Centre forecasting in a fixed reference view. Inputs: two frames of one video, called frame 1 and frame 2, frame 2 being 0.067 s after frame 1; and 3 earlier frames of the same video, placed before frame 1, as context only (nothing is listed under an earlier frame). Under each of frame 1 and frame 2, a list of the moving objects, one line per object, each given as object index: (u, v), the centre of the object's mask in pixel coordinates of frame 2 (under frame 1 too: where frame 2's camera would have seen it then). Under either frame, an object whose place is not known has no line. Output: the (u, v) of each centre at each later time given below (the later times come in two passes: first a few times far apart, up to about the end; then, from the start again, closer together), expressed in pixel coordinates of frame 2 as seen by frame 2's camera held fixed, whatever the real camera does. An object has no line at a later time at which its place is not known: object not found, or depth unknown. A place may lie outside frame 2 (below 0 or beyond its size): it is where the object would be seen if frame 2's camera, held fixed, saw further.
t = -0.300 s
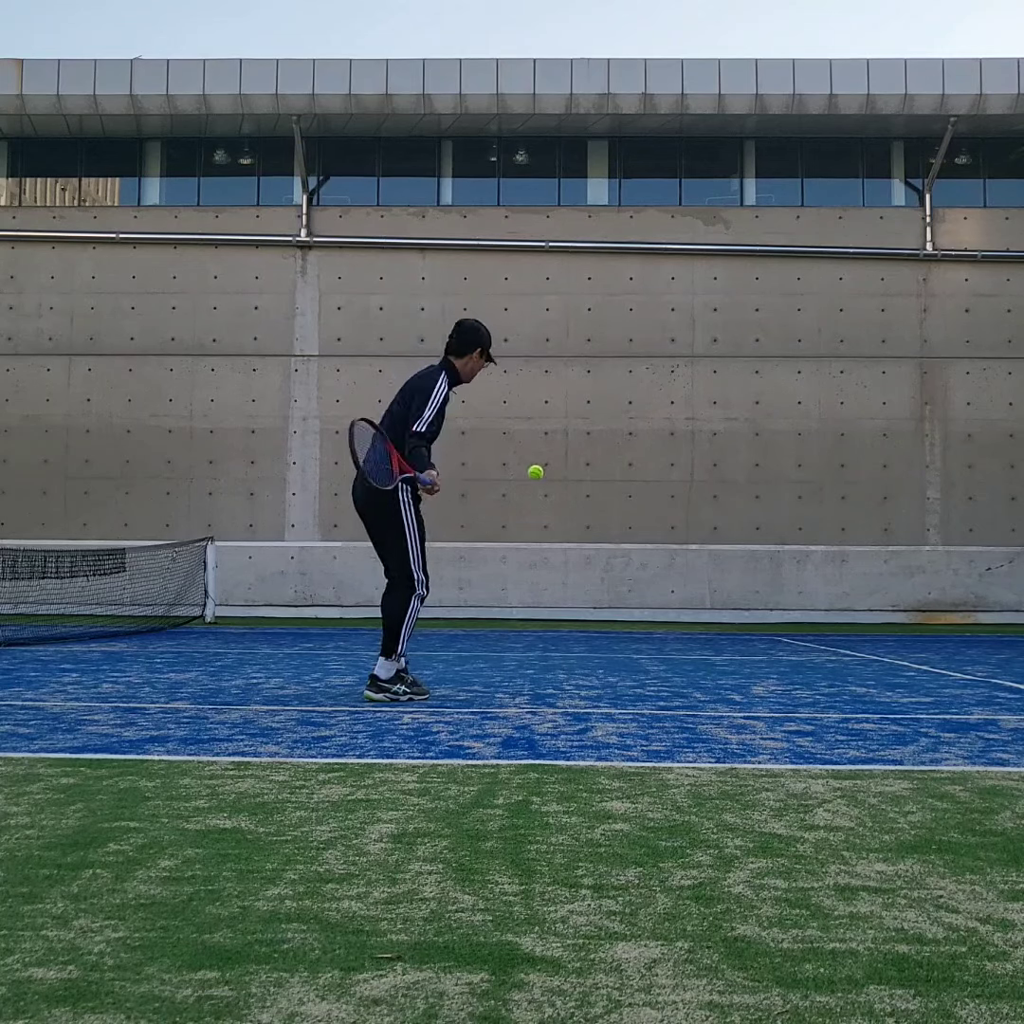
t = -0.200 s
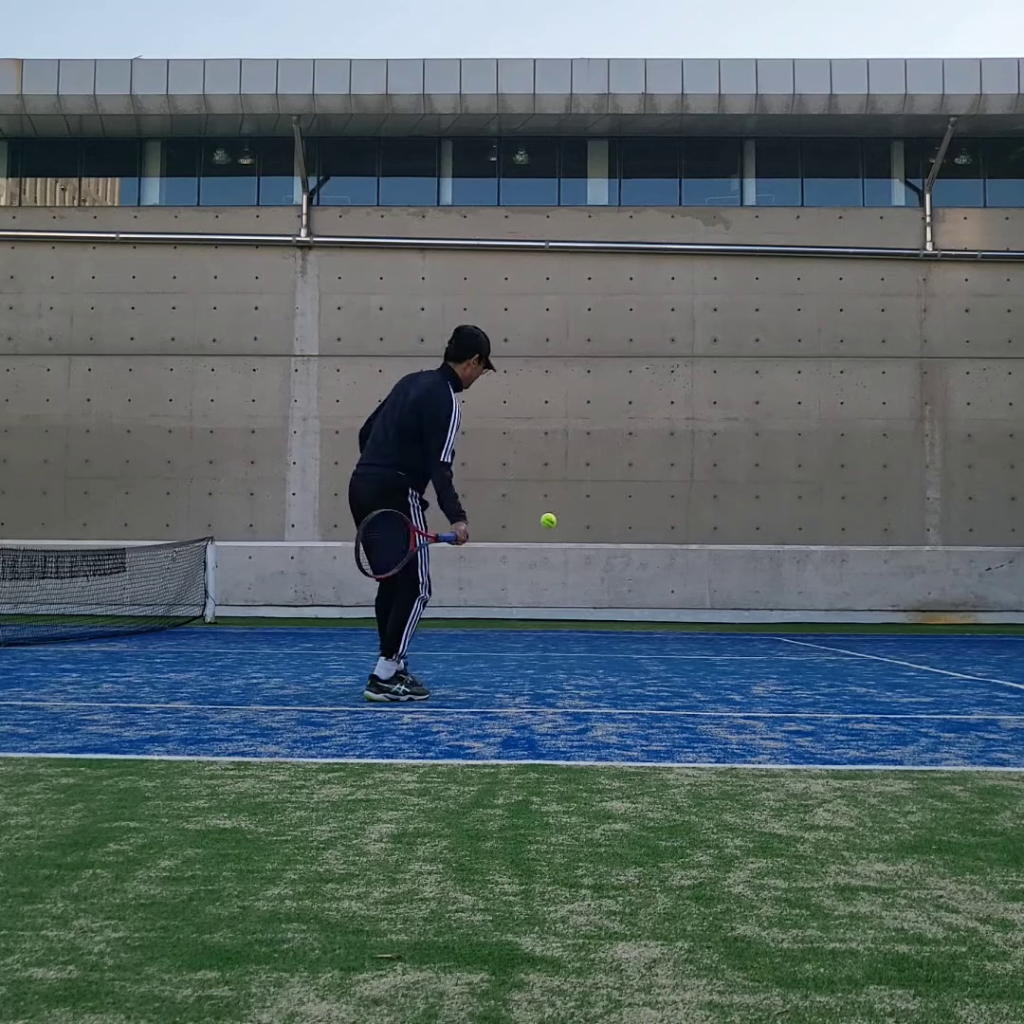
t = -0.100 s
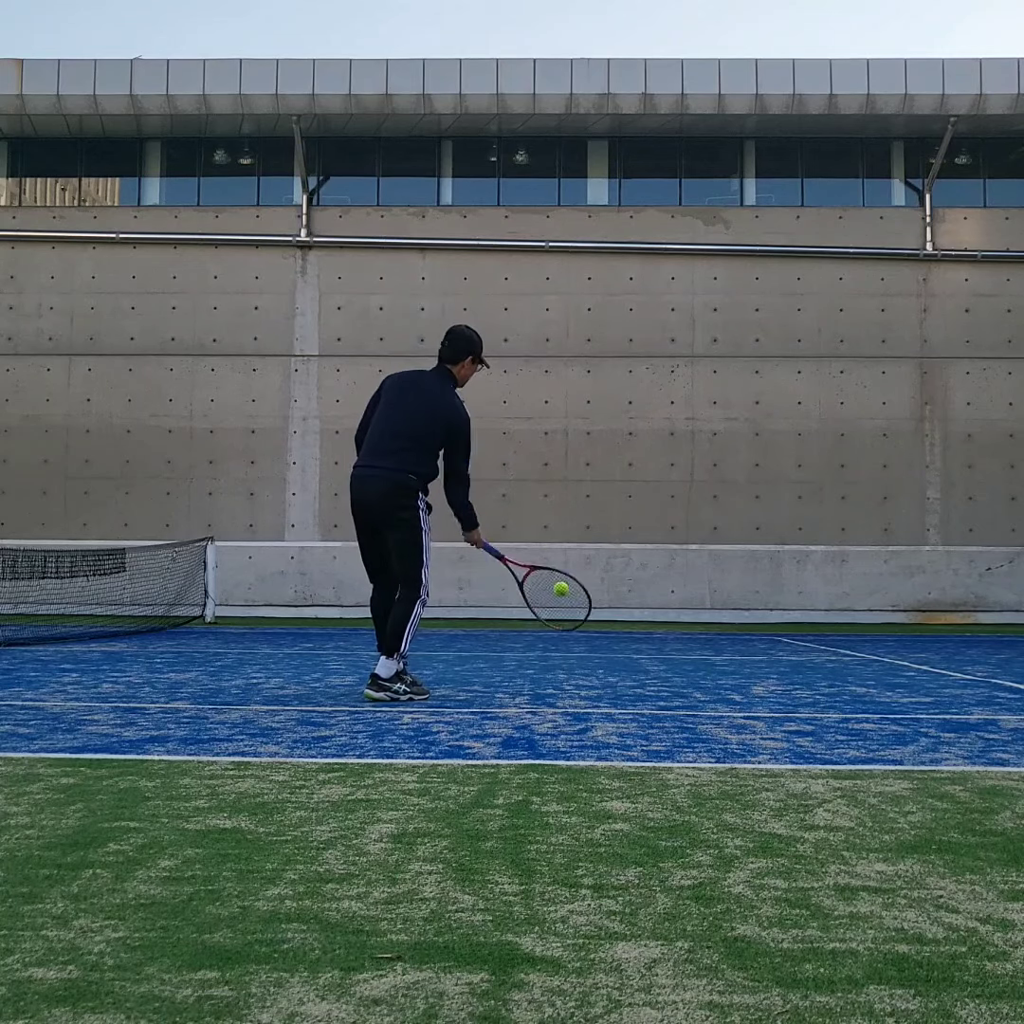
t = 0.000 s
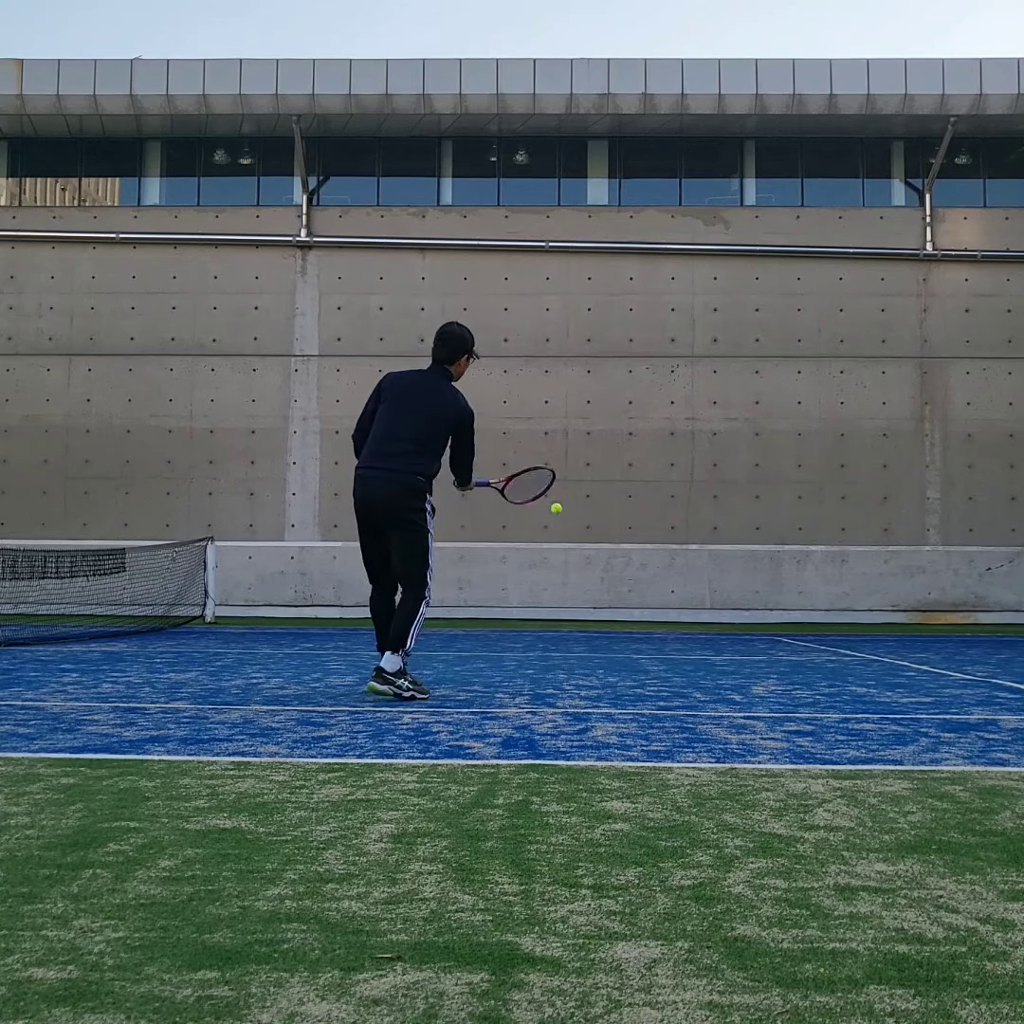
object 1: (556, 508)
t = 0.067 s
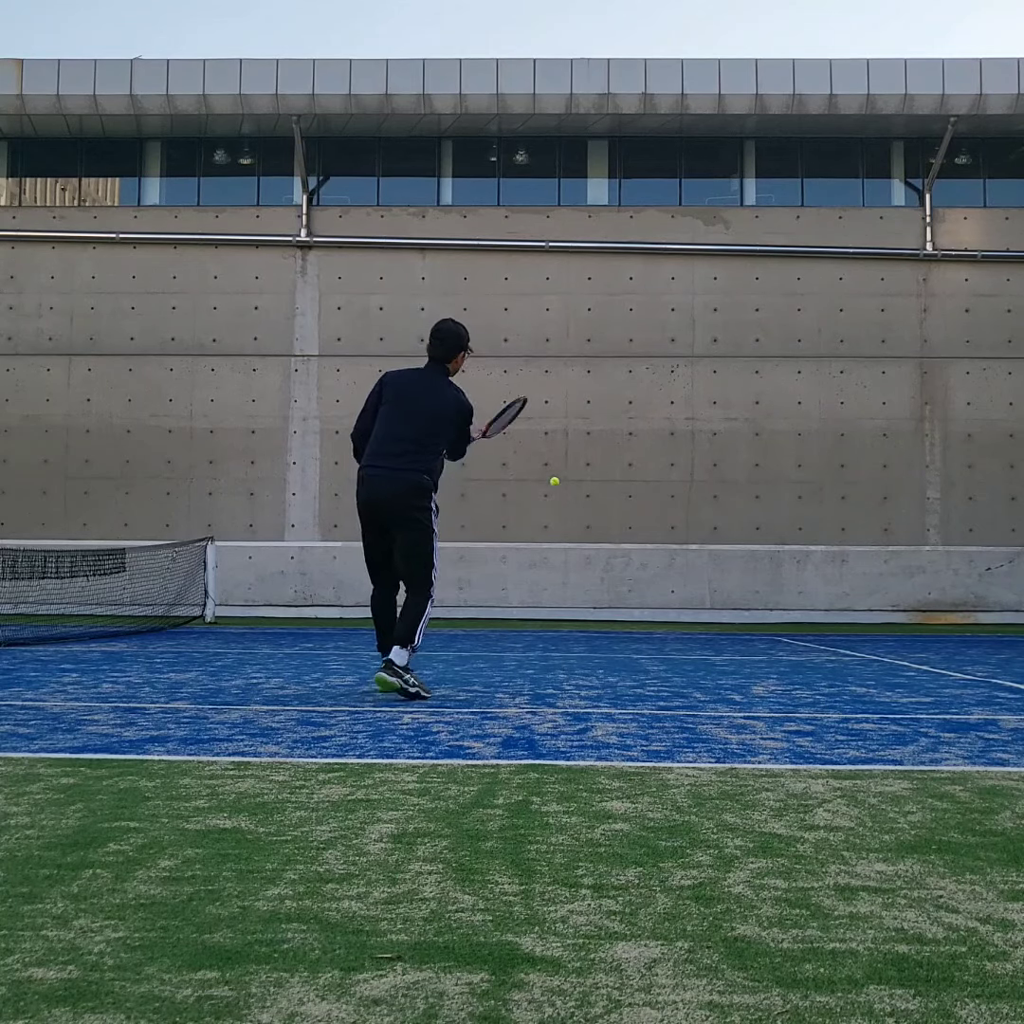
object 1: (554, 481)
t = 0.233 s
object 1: (552, 463)
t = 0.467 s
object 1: (551, 482)
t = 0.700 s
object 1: (553, 474)
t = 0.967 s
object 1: (559, 523)
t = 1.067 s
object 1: (563, 565)
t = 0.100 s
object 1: (554, 473)
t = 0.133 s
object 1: (553, 468)
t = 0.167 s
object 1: (553, 465)
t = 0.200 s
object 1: (552, 463)
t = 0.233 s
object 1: (552, 463)
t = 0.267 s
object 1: (552, 463)
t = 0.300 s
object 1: (551, 464)
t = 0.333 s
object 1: (551, 467)
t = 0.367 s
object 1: (551, 470)
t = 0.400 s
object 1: (551, 473)
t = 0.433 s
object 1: (551, 477)
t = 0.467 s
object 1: (551, 482)
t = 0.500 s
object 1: (551, 481)
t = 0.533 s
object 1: (552, 478)
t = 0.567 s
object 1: (552, 476)
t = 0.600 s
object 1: (552, 475)
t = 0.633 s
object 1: (552, 474)
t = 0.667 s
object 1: (552, 474)
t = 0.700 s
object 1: (553, 474)
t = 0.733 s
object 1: (554, 477)
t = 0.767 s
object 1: (555, 480)
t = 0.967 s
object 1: (559, 523)
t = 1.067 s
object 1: (563, 565)
